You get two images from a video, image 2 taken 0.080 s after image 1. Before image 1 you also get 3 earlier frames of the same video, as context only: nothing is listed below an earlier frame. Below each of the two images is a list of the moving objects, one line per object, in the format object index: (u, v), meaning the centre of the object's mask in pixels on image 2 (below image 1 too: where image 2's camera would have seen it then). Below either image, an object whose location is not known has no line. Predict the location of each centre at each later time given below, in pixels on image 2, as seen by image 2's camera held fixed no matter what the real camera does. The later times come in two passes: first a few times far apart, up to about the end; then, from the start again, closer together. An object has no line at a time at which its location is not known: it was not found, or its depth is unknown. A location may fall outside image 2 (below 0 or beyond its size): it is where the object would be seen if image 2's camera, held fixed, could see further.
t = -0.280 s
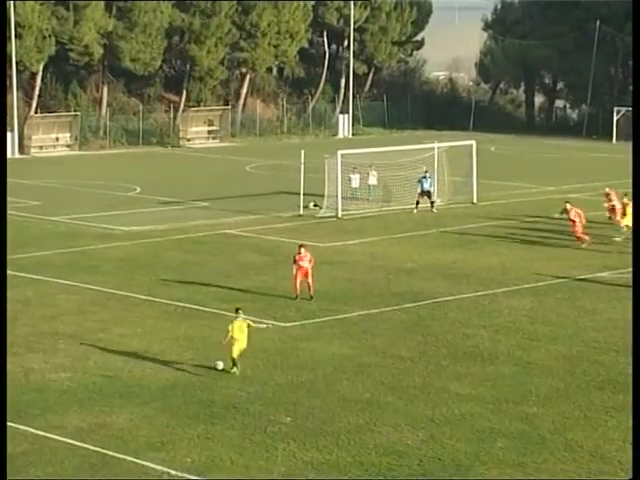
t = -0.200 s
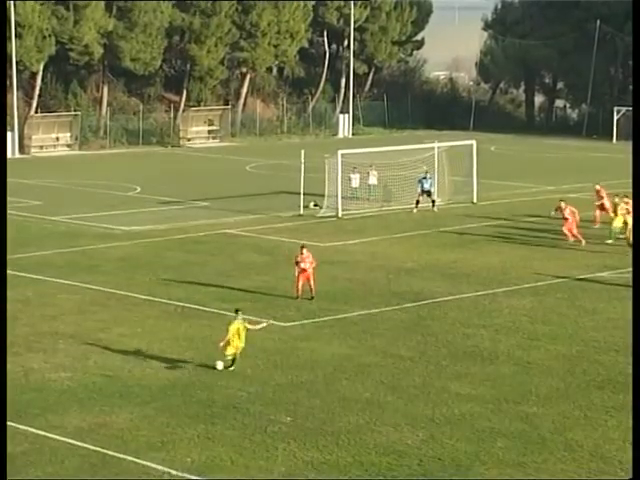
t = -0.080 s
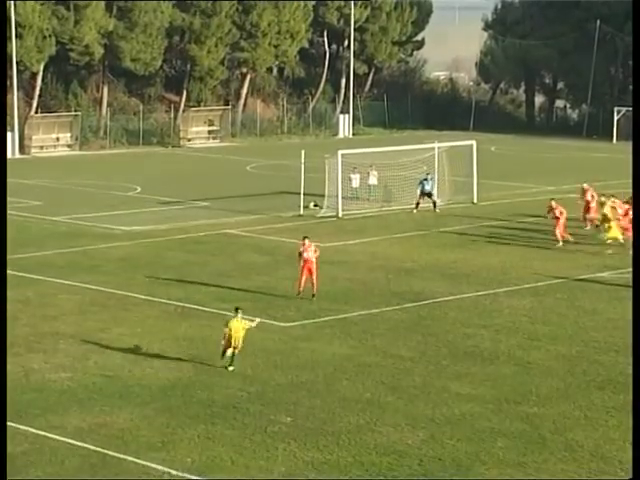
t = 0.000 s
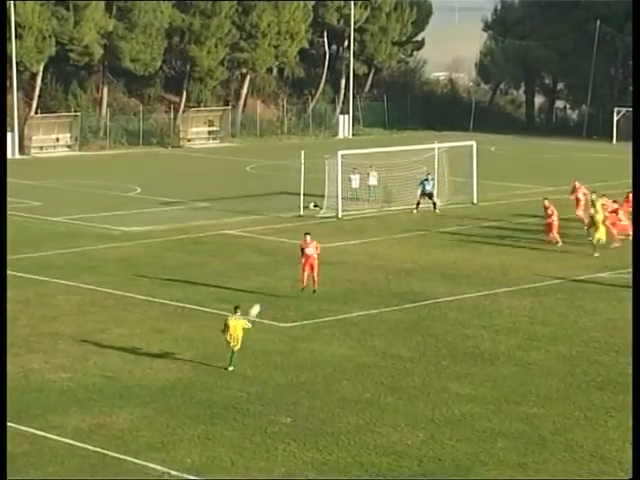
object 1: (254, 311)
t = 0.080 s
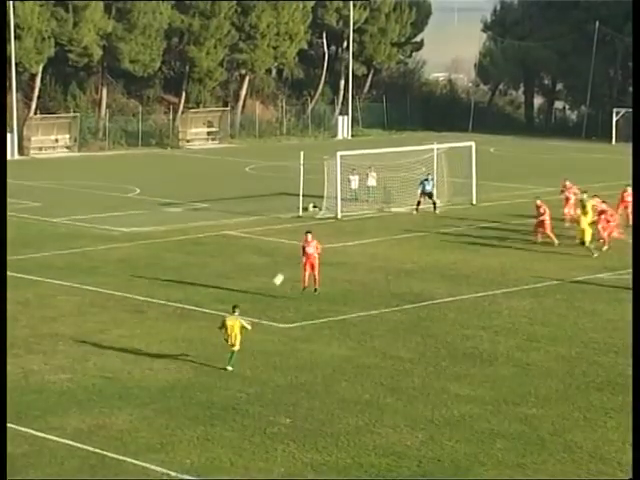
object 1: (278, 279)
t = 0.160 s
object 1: (302, 253)
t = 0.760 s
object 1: (485, 173)
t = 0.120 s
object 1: (291, 265)
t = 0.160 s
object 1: (302, 253)
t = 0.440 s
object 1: (387, 194)
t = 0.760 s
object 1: (485, 173)
